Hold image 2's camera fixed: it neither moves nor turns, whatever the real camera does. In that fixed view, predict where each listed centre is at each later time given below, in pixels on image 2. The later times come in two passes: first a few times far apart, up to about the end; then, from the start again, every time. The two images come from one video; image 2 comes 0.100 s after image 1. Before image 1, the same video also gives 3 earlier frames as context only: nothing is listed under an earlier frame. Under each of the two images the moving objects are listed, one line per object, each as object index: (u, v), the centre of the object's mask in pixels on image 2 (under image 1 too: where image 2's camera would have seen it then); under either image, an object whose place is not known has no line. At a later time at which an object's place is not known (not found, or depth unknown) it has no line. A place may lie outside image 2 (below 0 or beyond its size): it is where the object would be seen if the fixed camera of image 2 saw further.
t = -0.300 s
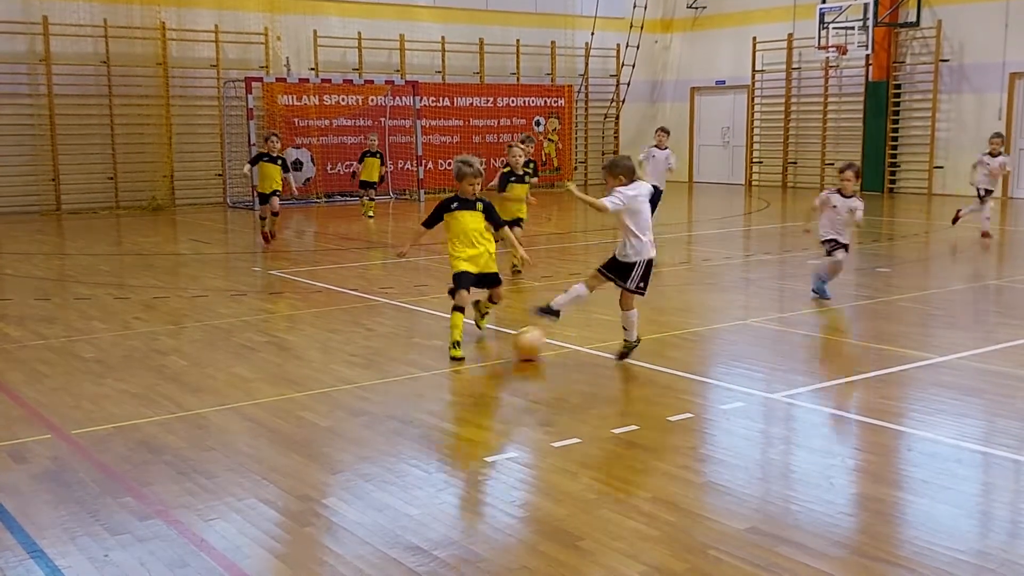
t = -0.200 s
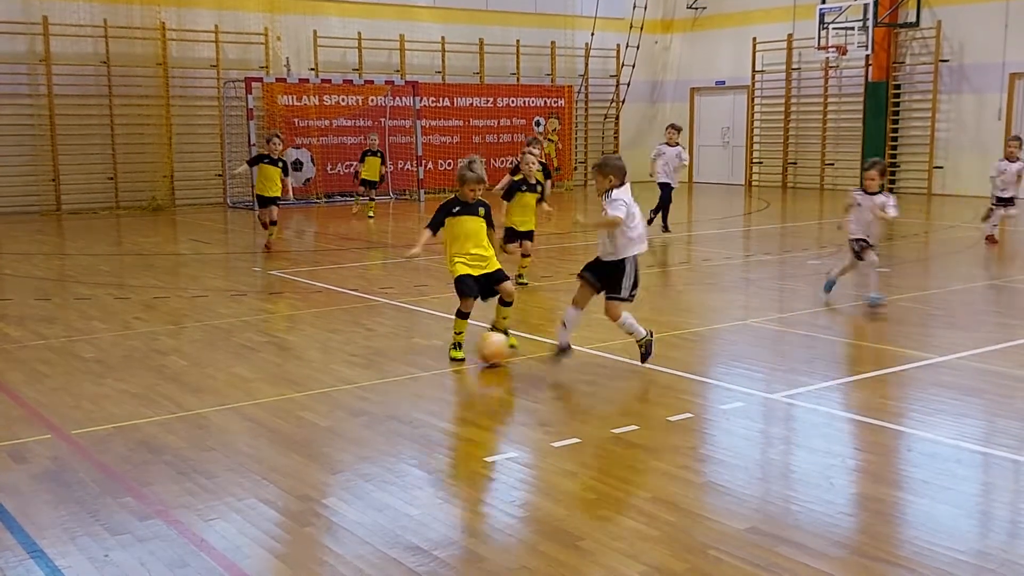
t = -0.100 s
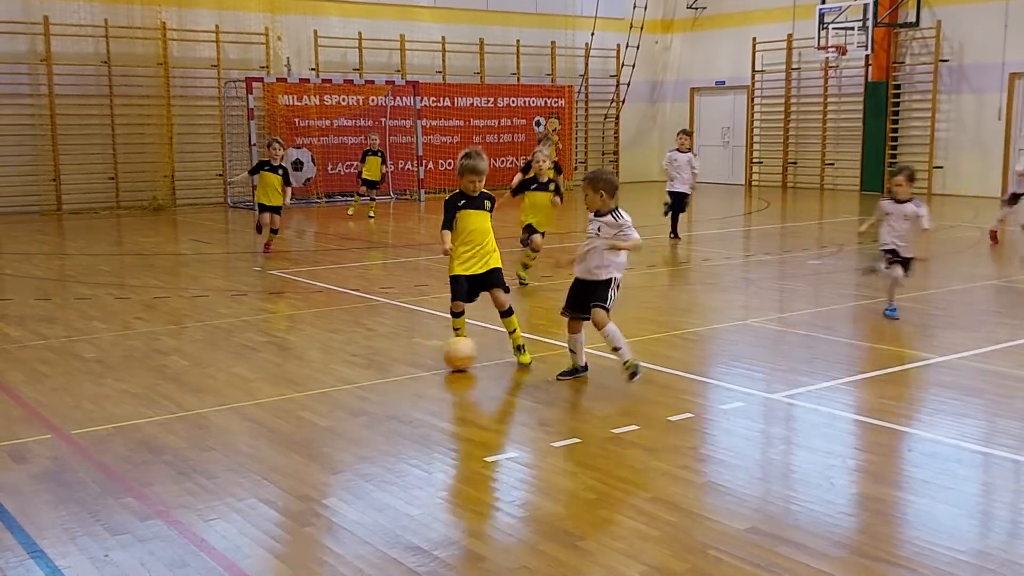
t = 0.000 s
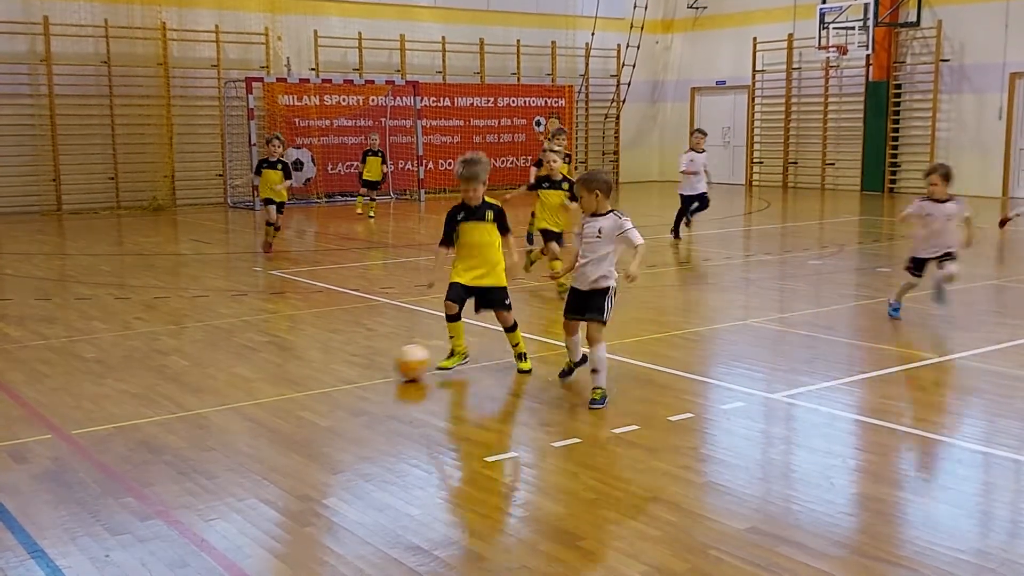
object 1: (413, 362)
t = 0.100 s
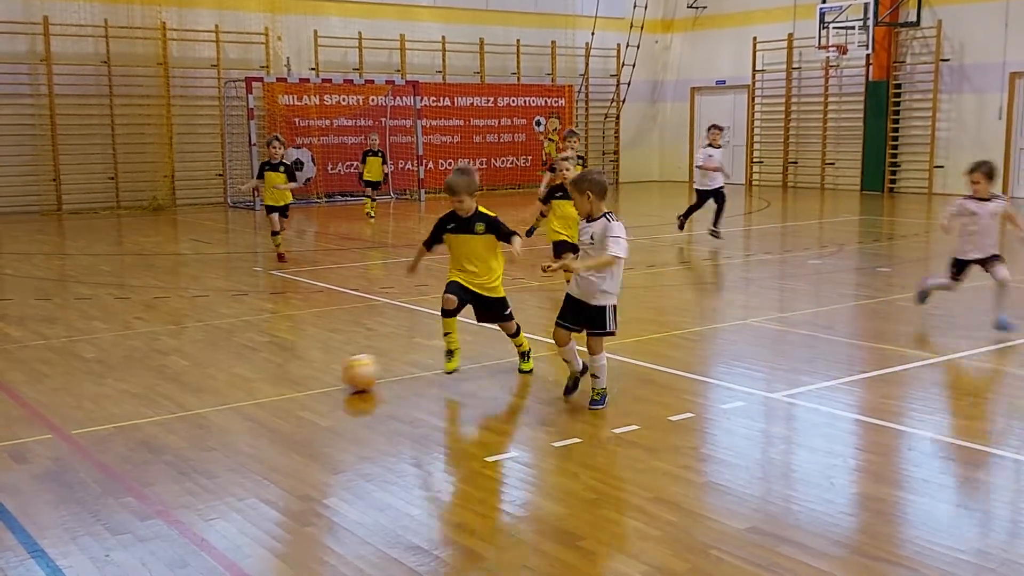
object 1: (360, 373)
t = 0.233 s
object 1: (293, 387)
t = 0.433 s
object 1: (193, 404)
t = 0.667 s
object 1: (65, 427)
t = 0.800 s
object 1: (-16, 441)
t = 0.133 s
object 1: (342, 376)
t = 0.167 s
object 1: (325, 380)
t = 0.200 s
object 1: (309, 383)
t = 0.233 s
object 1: (293, 387)
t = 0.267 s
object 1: (276, 389)
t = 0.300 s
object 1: (259, 392)
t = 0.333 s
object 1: (242, 395)
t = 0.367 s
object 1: (226, 398)
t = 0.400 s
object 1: (211, 401)
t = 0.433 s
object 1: (193, 404)
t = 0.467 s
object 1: (175, 407)
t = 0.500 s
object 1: (157, 410)
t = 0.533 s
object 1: (141, 413)
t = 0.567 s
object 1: (124, 417)
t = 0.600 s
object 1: (104, 420)
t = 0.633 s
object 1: (84, 424)
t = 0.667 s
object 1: (65, 427)
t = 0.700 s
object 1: (46, 430)
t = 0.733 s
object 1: (26, 435)
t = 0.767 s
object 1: (5, 437)
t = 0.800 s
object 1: (-16, 441)
